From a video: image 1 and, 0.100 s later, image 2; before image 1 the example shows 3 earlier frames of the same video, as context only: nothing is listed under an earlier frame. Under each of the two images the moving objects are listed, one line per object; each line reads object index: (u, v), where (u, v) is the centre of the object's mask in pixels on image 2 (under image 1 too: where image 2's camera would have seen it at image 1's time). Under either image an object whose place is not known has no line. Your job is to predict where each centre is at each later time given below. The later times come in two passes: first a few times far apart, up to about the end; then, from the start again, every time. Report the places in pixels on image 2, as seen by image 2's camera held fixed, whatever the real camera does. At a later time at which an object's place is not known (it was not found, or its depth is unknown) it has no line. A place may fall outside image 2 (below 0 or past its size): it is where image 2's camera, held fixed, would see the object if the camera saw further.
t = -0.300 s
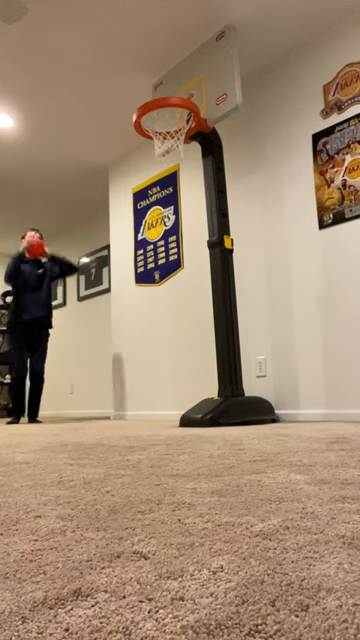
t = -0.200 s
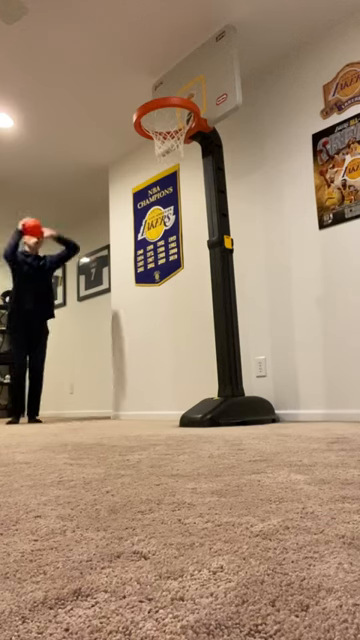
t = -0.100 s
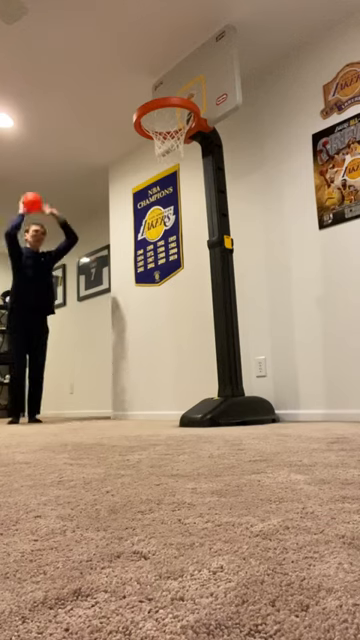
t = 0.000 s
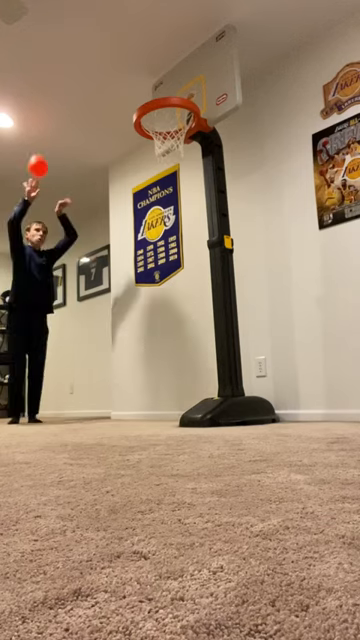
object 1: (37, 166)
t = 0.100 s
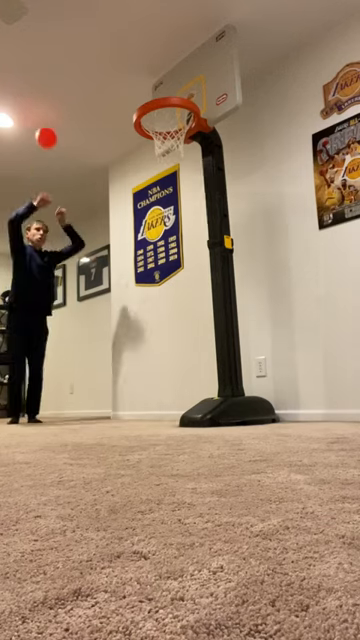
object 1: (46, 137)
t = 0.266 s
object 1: (62, 113)
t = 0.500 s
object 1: (92, 139)
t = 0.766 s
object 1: (145, 304)
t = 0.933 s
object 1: (177, 370)
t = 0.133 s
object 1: (49, 130)
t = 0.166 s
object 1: (52, 124)
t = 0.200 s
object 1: (55, 119)
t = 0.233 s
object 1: (59, 115)
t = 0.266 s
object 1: (62, 113)
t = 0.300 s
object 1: (66, 111)
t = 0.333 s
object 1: (70, 112)
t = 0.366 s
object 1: (74, 113)
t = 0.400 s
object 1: (79, 117)
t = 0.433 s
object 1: (83, 122)
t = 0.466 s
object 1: (87, 129)
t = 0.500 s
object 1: (92, 139)
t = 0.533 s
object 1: (97, 150)
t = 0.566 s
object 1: (103, 164)
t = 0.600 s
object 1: (109, 179)
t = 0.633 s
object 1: (115, 197)
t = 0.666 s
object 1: (123, 219)
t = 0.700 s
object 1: (129, 244)
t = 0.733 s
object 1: (137, 273)
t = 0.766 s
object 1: (145, 304)
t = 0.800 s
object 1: (153, 340)
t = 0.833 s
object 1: (163, 381)
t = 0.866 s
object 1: (173, 422)
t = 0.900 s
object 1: (175, 396)
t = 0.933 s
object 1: (177, 370)
